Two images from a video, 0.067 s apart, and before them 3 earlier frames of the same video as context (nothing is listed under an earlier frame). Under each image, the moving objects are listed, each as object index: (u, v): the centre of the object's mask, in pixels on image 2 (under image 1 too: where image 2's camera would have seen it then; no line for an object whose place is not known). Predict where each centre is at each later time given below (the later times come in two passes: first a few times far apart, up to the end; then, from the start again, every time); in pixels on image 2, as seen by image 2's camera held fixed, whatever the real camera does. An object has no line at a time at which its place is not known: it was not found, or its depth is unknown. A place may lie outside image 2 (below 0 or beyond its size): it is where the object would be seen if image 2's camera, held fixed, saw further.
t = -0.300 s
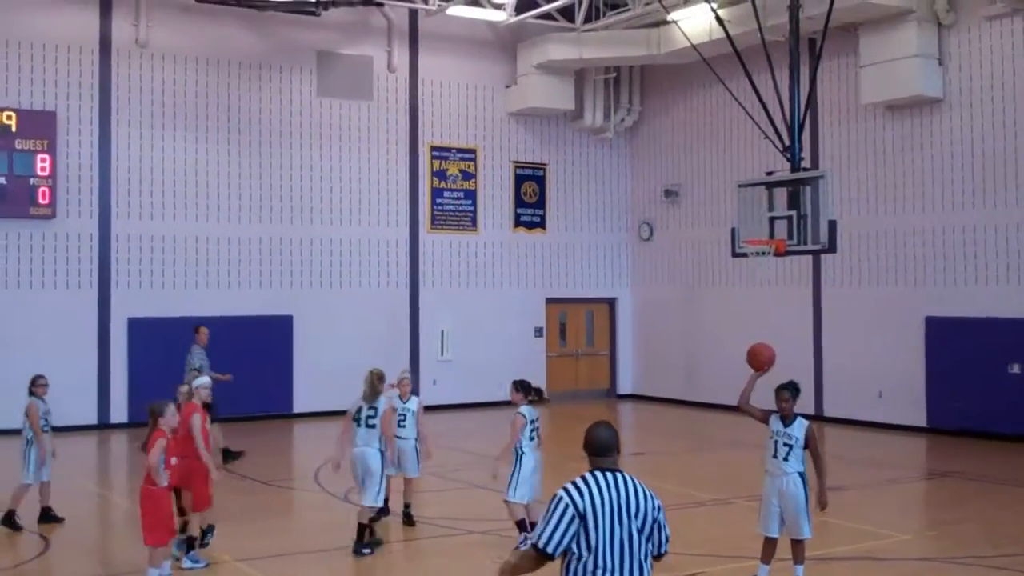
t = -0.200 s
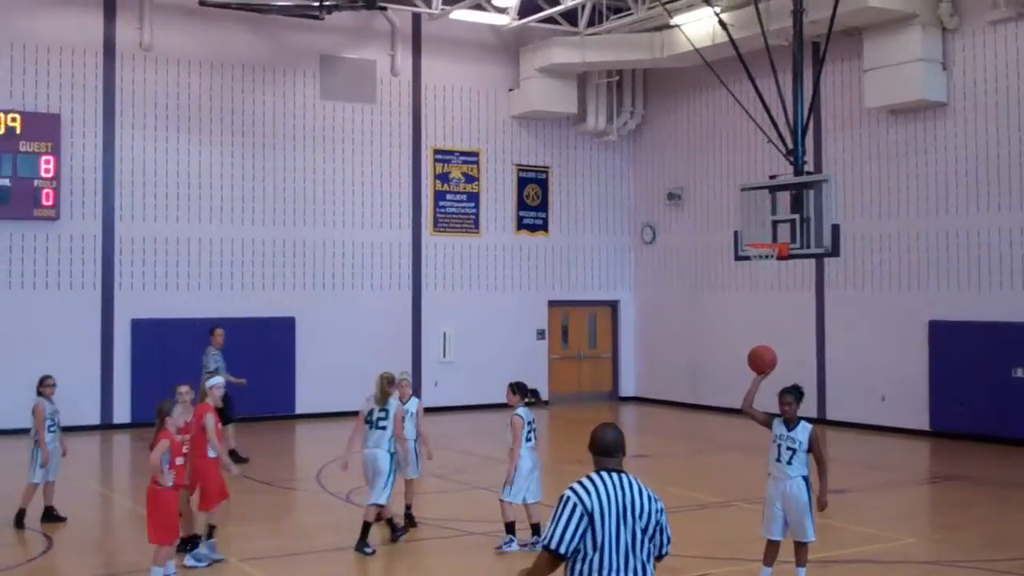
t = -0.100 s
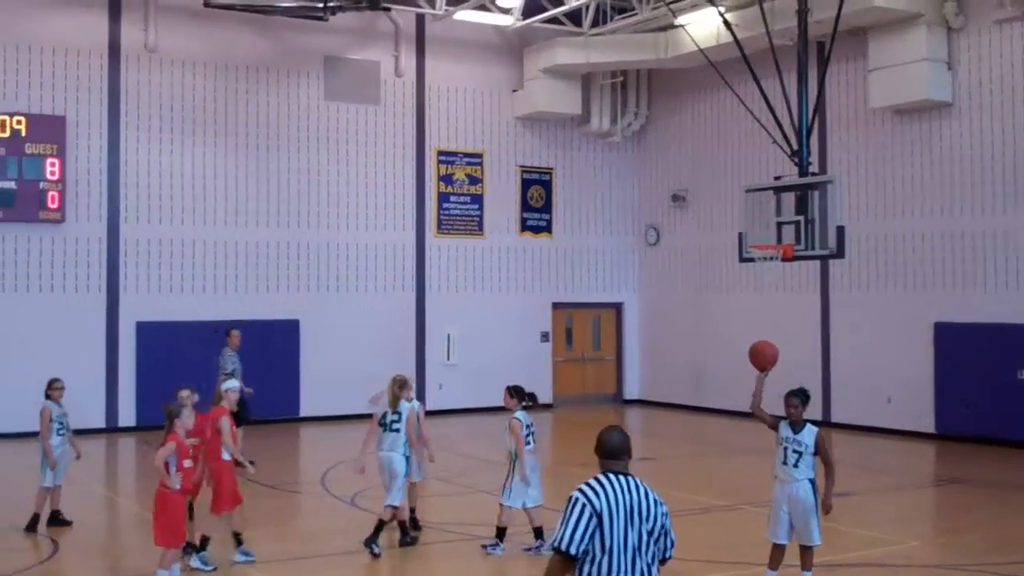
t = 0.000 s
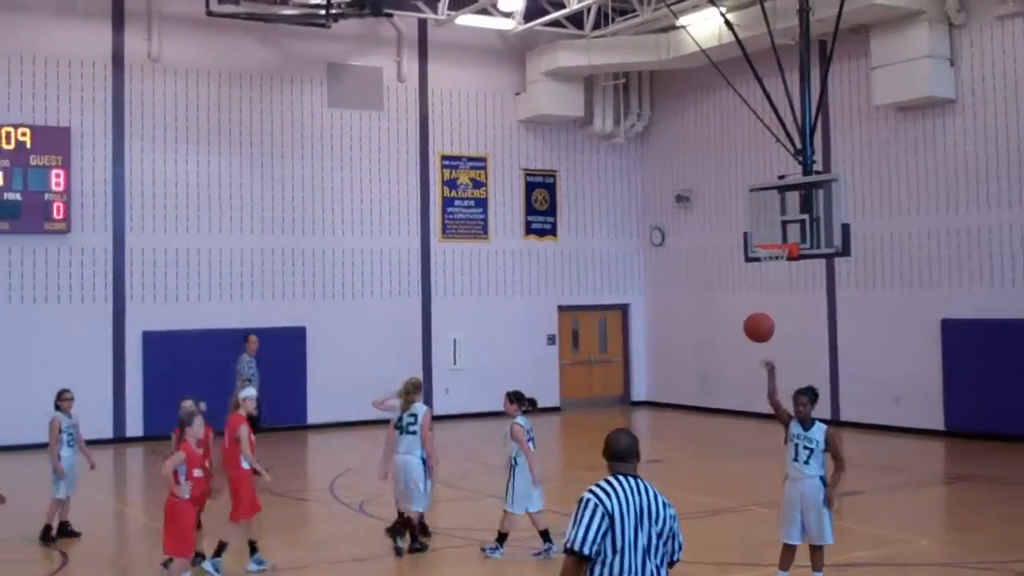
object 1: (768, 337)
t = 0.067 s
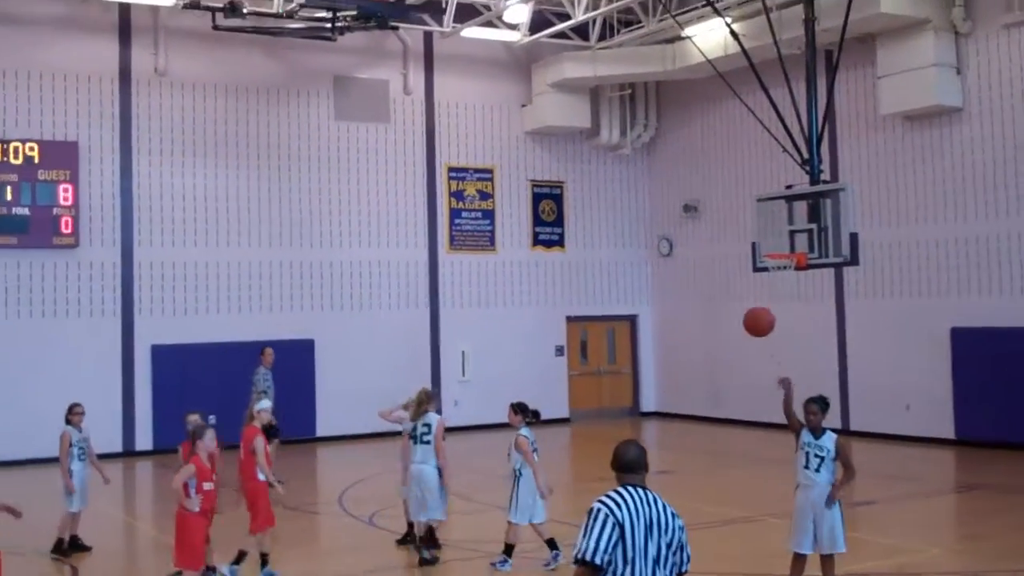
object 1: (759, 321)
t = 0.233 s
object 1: (735, 308)
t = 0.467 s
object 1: (698, 356)
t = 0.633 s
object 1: (672, 458)
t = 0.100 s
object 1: (754, 316)
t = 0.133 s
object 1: (750, 312)
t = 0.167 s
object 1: (746, 309)
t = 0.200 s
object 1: (740, 308)
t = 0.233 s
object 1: (735, 308)
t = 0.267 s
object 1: (731, 309)
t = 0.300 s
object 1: (726, 313)
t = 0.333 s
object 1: (721, 318)
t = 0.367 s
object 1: (715, 325)
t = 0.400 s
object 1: (710, 333)
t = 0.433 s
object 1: (704, 343)
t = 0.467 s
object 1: (698, 356)
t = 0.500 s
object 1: (693, 371)
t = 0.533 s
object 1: (688, 388)
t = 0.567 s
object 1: (682, 409)
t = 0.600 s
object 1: (678, 432)
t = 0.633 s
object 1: (672, 458)
